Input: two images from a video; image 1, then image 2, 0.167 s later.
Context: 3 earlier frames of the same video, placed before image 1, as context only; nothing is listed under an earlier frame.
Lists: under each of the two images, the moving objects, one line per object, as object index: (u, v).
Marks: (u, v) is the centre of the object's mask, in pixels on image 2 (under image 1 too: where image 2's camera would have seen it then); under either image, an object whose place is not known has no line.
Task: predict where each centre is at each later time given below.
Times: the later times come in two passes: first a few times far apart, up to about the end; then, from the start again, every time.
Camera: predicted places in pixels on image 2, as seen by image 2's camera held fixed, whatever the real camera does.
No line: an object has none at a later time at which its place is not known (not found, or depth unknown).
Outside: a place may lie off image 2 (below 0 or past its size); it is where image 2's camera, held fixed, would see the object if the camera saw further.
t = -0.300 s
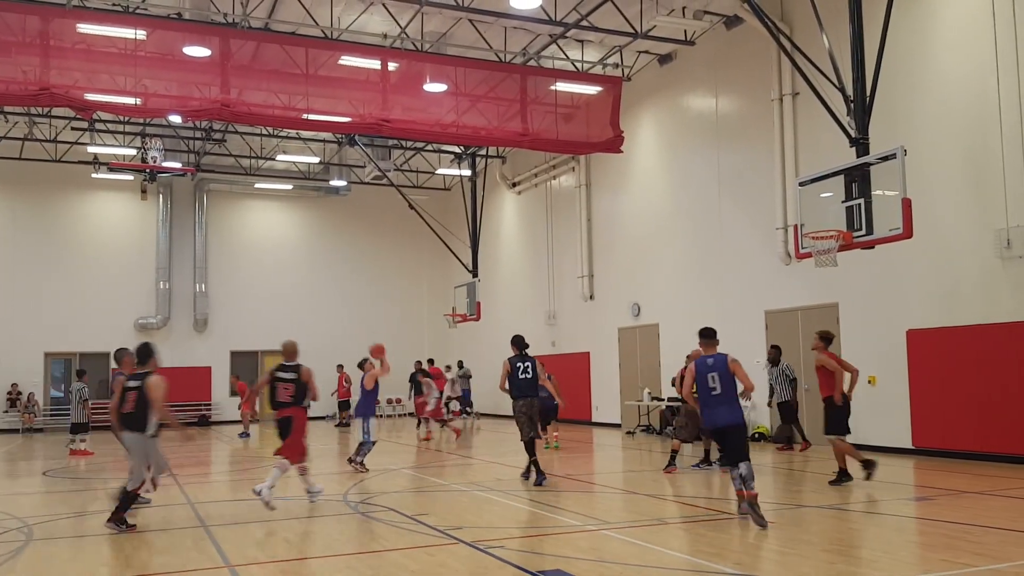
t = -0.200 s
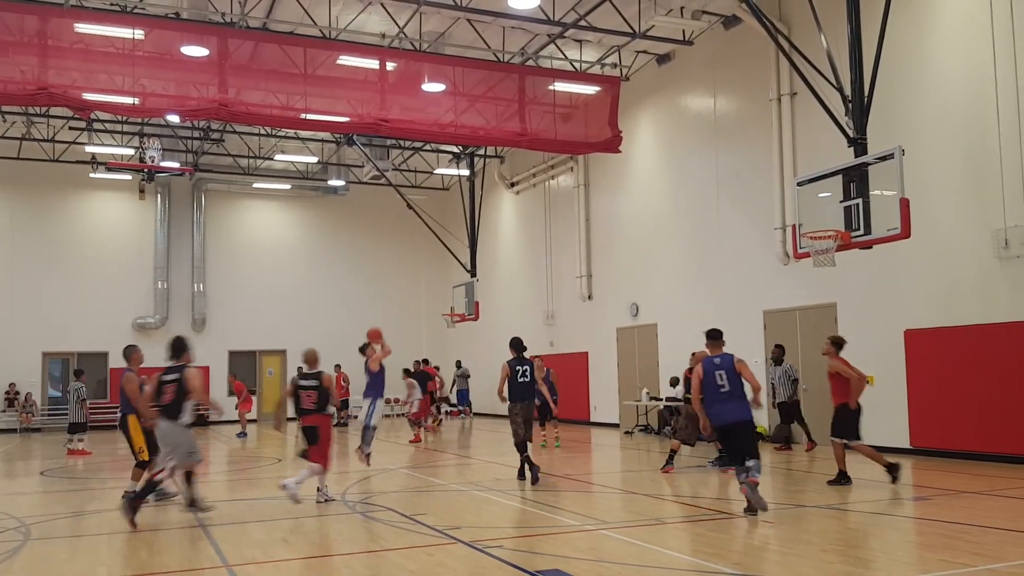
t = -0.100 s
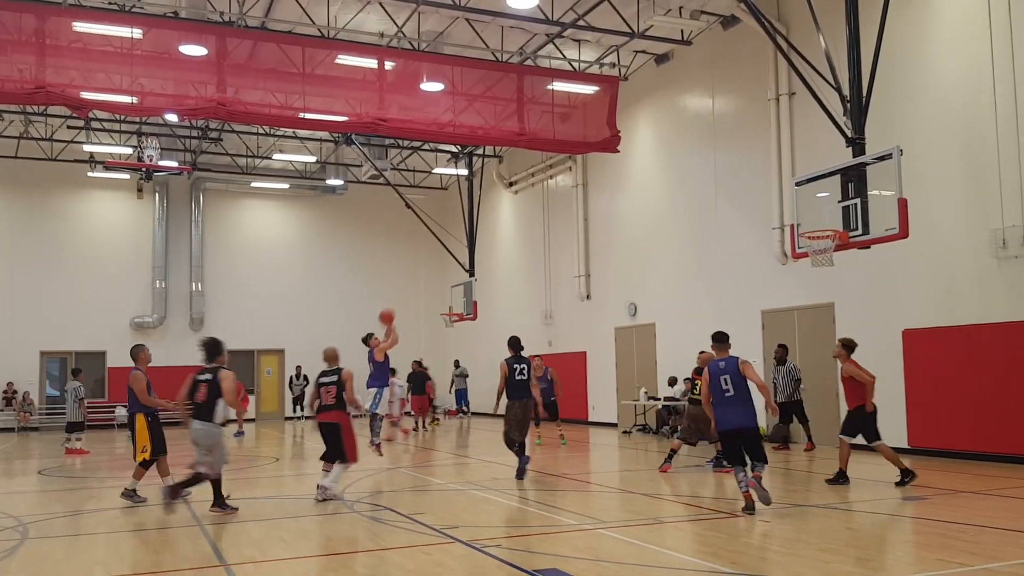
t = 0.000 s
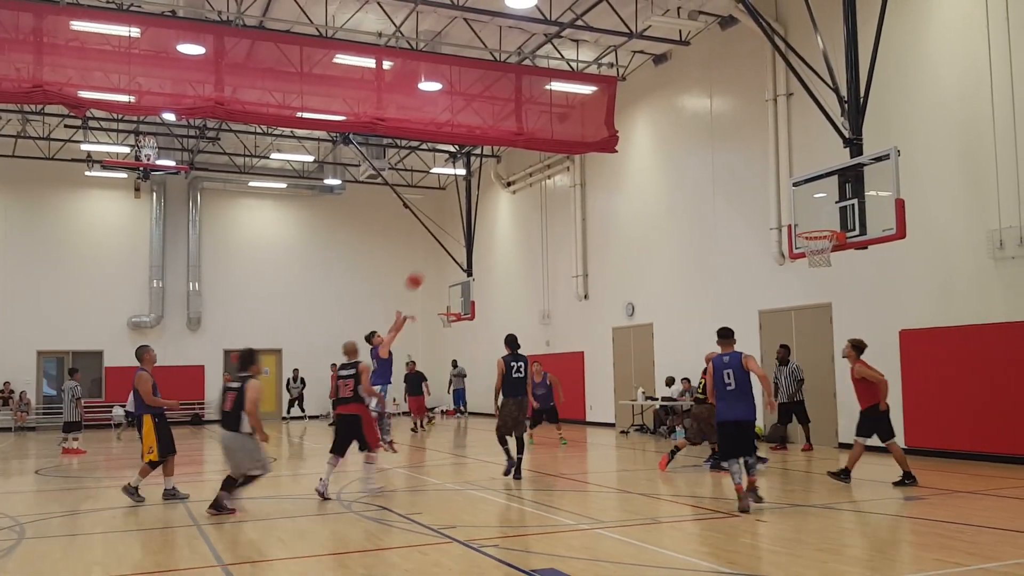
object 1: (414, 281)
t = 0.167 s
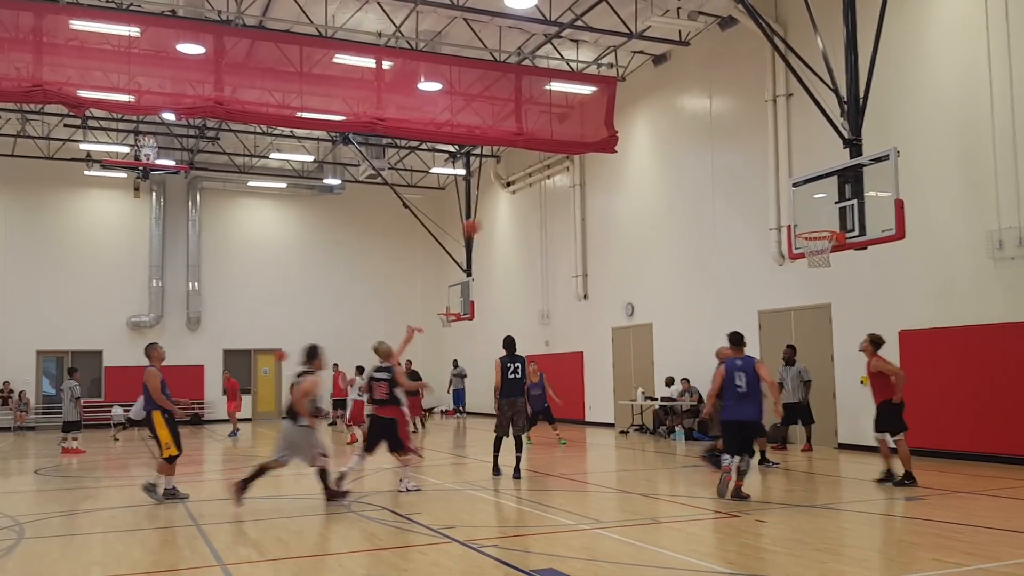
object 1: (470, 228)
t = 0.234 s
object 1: (494, 210)
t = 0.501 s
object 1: (591, 169)
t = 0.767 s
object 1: (697, 175)
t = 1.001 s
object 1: (800, 224)
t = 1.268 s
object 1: (823, 187)
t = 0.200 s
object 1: (483, 219)
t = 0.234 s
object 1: (494, 210)
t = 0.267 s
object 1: (507, 201)
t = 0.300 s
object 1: (518, 196)
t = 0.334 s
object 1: (530, 190)
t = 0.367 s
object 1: (541, 185)
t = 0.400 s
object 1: (554, 179)
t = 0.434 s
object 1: (567, 175)
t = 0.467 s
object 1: (579, 172)
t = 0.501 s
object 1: (591, 169)
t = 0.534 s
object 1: (605, 167)
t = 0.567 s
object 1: (617, 166)
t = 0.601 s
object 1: (630, 165)
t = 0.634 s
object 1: (644, 166)
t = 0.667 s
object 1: (656, 166)
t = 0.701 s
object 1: (670, 169)
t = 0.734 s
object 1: (684, 172)
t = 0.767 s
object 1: (697, 175)
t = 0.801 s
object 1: (712, 180)
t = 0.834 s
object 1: (725, 185)
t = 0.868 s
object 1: (740, 191)
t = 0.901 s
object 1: (754, 198)
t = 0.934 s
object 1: (769, 206)
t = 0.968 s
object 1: (784, 215)
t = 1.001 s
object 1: (800, 224)
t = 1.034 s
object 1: (804, 221)
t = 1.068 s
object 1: (806, 213)
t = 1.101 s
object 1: (808, 207)
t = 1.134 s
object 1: (812, 201)
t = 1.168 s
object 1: (814, 196)
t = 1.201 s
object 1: (817, 192)
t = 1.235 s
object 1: (820, 189)
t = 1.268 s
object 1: (823, 187)
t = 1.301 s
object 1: (826, 185)
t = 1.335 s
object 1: (829, 185)
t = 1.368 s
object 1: (832, 185)
